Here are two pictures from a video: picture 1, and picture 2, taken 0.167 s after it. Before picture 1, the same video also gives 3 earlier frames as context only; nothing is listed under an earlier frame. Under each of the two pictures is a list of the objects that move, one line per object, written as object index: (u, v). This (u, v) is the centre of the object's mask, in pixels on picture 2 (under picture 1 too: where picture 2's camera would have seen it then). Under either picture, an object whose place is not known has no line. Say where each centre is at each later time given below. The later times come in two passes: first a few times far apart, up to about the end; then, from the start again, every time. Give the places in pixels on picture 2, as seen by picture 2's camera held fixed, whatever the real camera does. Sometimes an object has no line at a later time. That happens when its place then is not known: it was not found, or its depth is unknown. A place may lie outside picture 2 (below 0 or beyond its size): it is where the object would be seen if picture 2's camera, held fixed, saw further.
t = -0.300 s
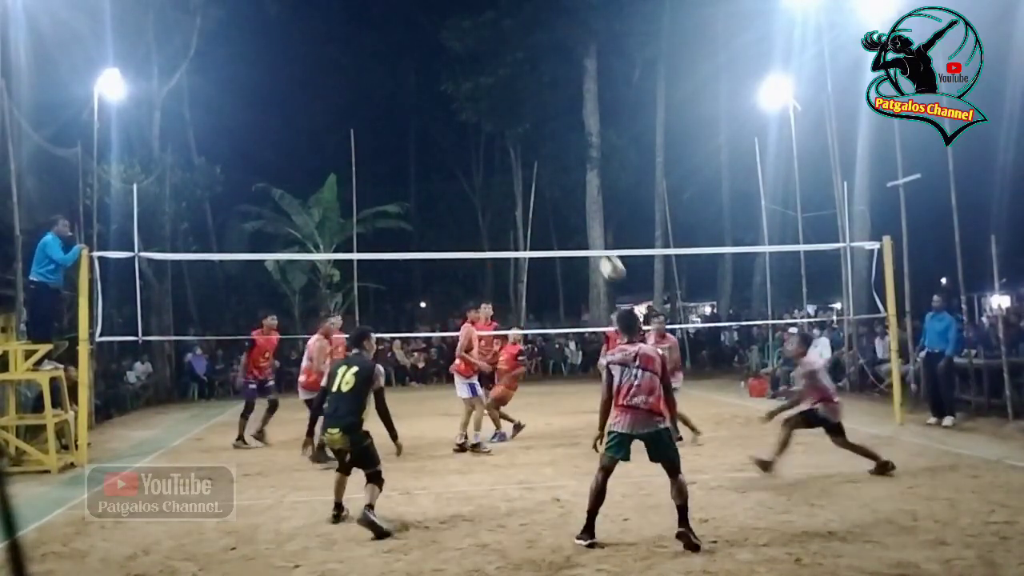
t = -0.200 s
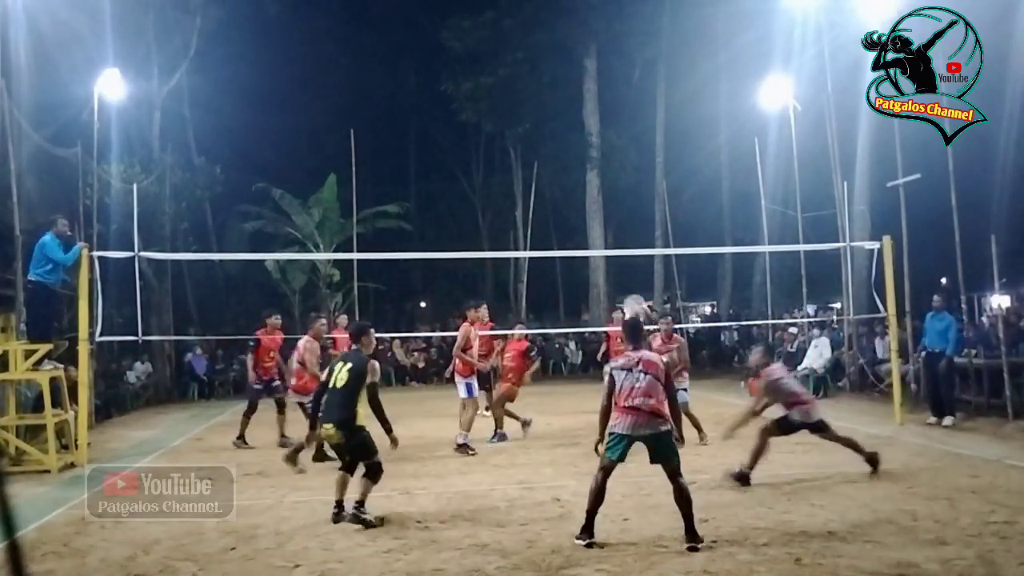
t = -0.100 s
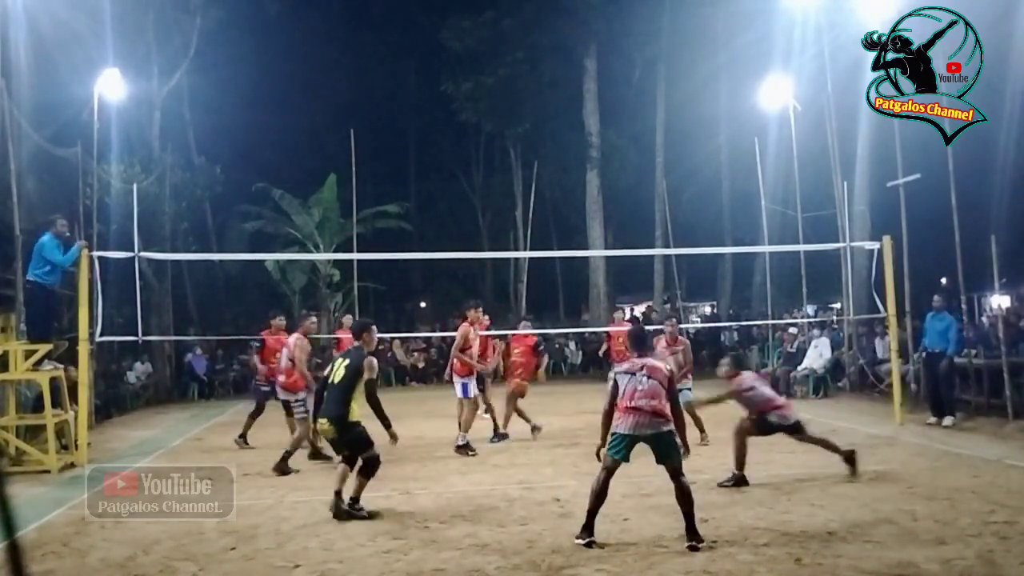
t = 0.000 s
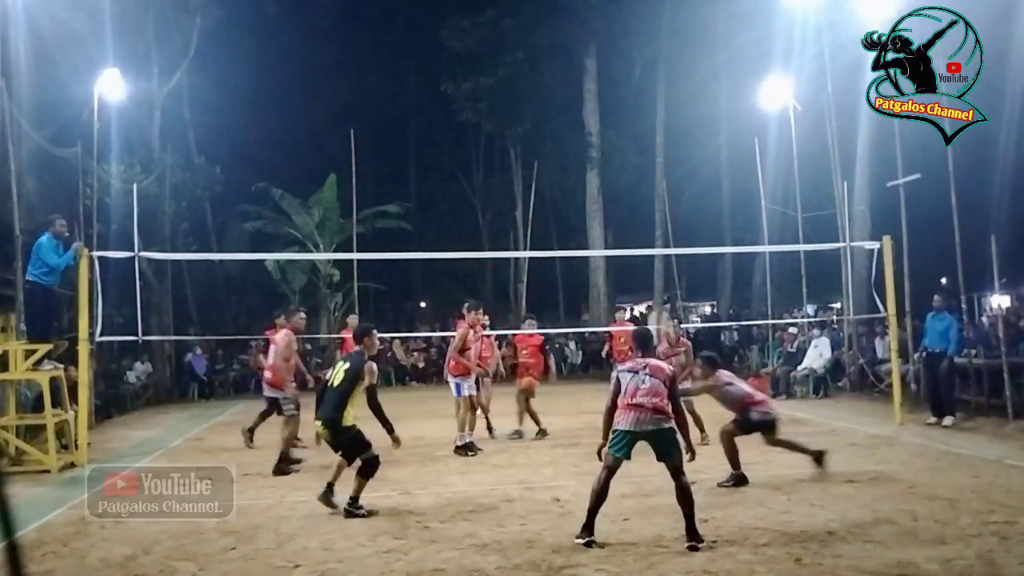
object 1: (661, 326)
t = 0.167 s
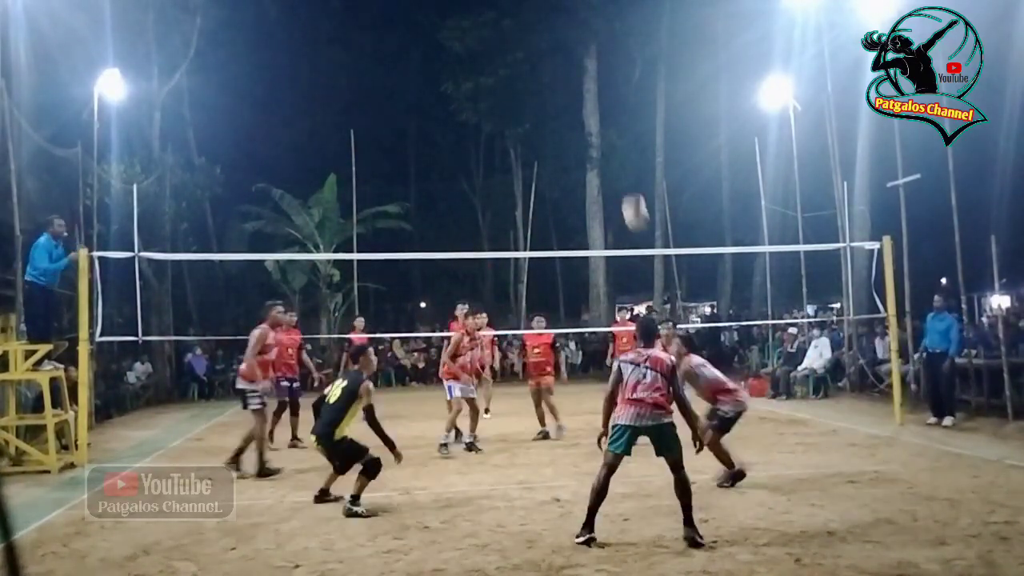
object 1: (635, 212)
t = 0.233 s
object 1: (625, 173)
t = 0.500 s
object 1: (588, 60)
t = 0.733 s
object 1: (557, 24)
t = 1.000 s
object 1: (521, 58)
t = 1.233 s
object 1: (487, 163)
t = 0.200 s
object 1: (630, 192)
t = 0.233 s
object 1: (625, 173)
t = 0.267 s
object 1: (621, 156)
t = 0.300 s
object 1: (615, 137)
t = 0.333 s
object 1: (611, 121)
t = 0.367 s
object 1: (607, 107)
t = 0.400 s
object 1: (602, 94)
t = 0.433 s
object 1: (597, 82)
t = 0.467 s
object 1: (592, 69)
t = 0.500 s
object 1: (588, 60)
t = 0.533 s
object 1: (583, 51)
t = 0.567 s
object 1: (579, 44)
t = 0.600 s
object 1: (575, 38)
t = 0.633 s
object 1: (570, 32)
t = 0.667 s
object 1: (565, 28)
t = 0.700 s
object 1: (561, 25)
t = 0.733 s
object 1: (557, 24)
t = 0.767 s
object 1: (552, 24)
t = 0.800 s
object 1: (548, 24)
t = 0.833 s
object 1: (543, 27)
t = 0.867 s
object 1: (538, 30)
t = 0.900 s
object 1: (534, 35)
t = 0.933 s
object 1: (529, 42)
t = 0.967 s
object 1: (525, 49)
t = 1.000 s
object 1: (521, 58)
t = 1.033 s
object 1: (516, 69)
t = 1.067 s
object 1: (511, 81)
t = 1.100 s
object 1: (506, 95)
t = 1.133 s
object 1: (501, 110)
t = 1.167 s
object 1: (497, 125)
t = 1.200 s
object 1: (492, 145)
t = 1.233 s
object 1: (487, 163)
